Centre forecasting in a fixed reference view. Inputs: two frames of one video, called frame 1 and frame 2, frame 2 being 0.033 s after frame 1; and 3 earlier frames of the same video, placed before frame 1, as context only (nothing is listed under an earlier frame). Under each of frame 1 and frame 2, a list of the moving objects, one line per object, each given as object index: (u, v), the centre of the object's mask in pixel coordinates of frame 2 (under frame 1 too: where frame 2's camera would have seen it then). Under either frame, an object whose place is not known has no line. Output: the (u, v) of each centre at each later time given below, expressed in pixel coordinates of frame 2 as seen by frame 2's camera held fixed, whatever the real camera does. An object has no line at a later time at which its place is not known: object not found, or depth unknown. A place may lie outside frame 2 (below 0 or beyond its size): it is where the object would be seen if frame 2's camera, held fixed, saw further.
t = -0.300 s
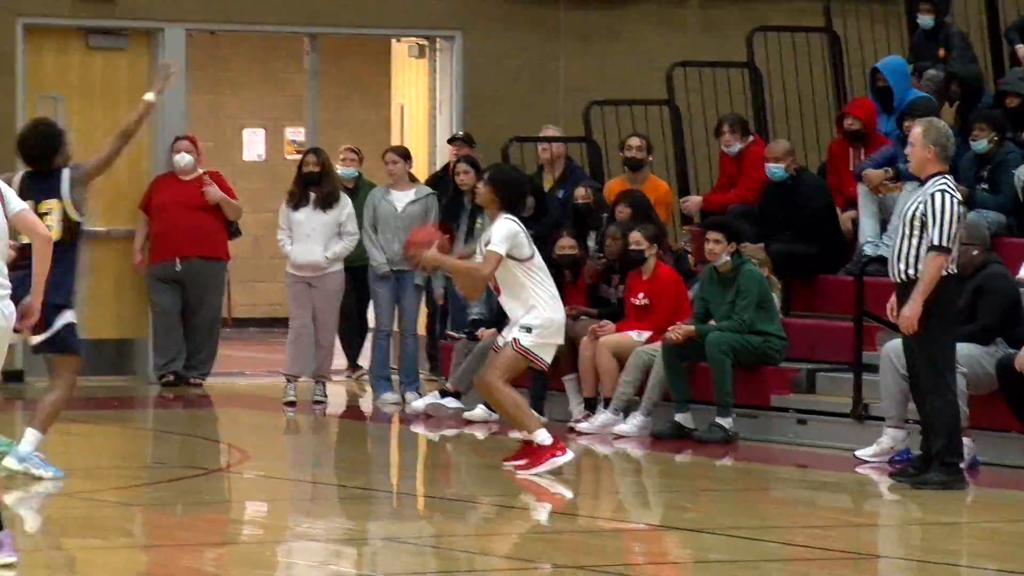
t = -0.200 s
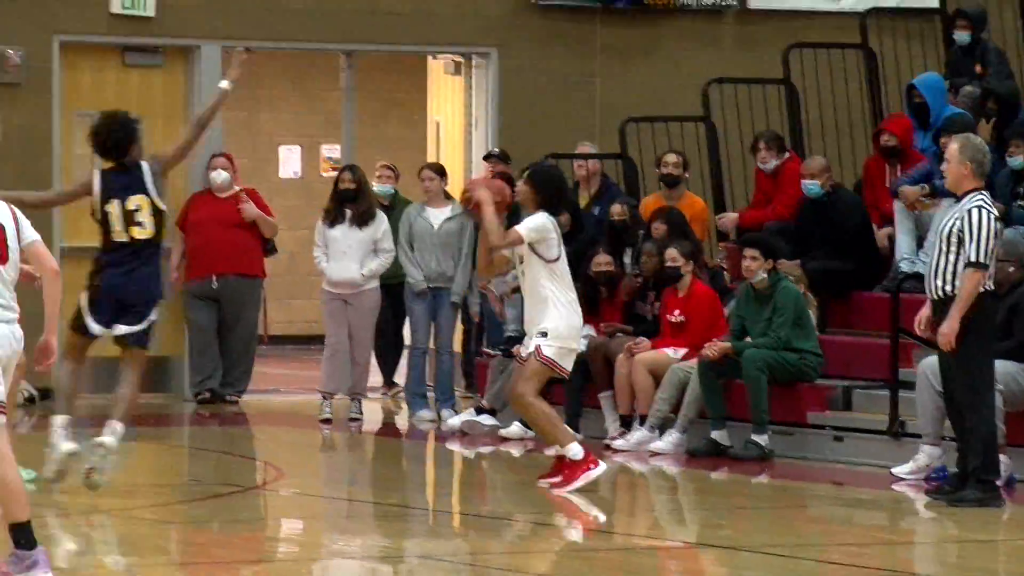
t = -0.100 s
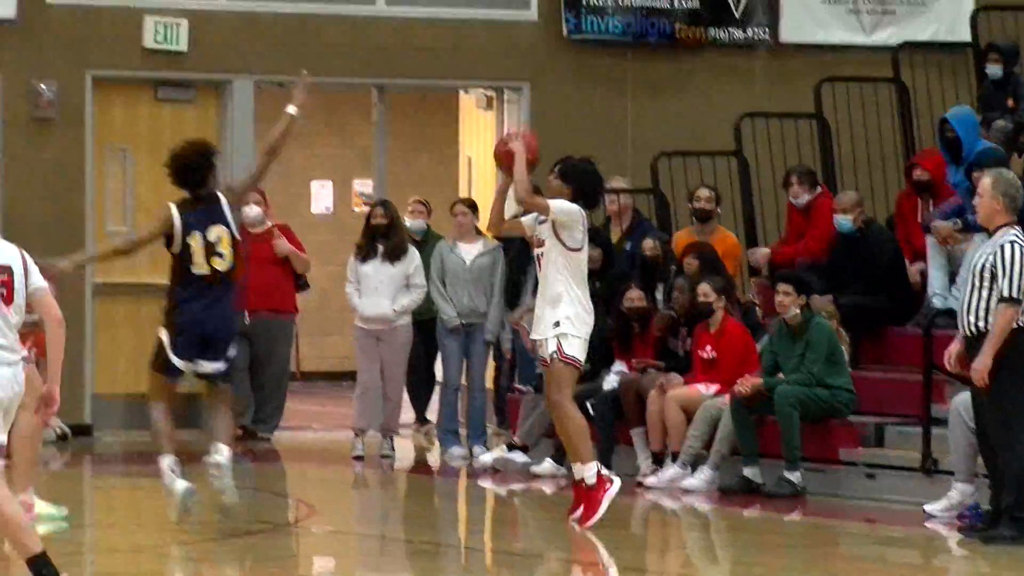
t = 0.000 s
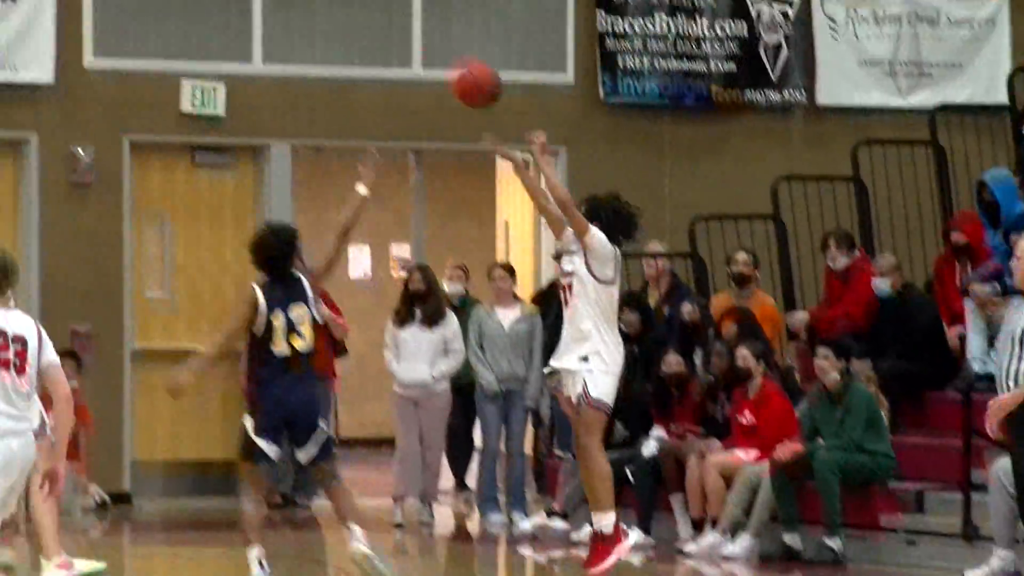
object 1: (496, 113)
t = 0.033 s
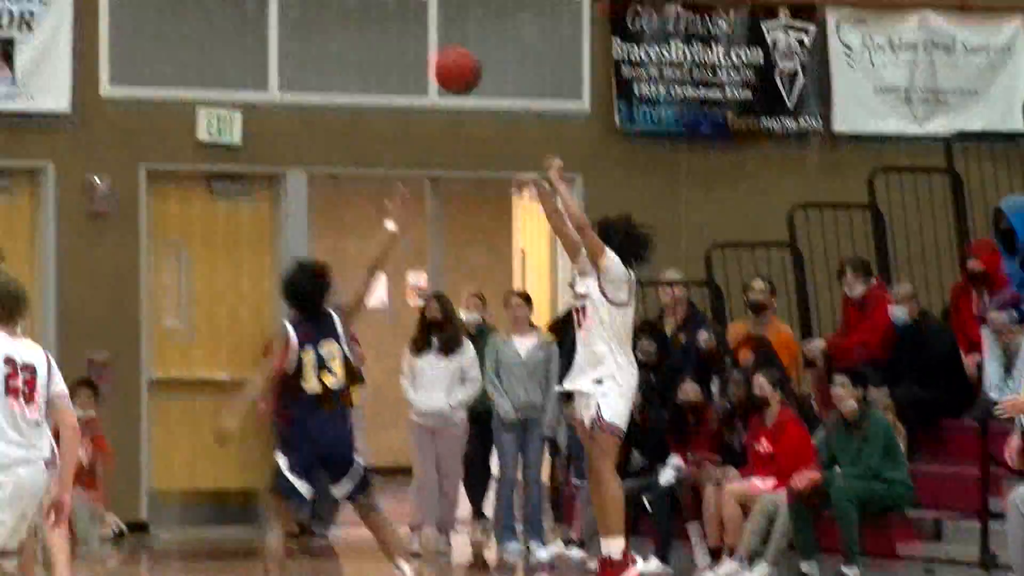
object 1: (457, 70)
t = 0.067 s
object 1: (418, 29)
